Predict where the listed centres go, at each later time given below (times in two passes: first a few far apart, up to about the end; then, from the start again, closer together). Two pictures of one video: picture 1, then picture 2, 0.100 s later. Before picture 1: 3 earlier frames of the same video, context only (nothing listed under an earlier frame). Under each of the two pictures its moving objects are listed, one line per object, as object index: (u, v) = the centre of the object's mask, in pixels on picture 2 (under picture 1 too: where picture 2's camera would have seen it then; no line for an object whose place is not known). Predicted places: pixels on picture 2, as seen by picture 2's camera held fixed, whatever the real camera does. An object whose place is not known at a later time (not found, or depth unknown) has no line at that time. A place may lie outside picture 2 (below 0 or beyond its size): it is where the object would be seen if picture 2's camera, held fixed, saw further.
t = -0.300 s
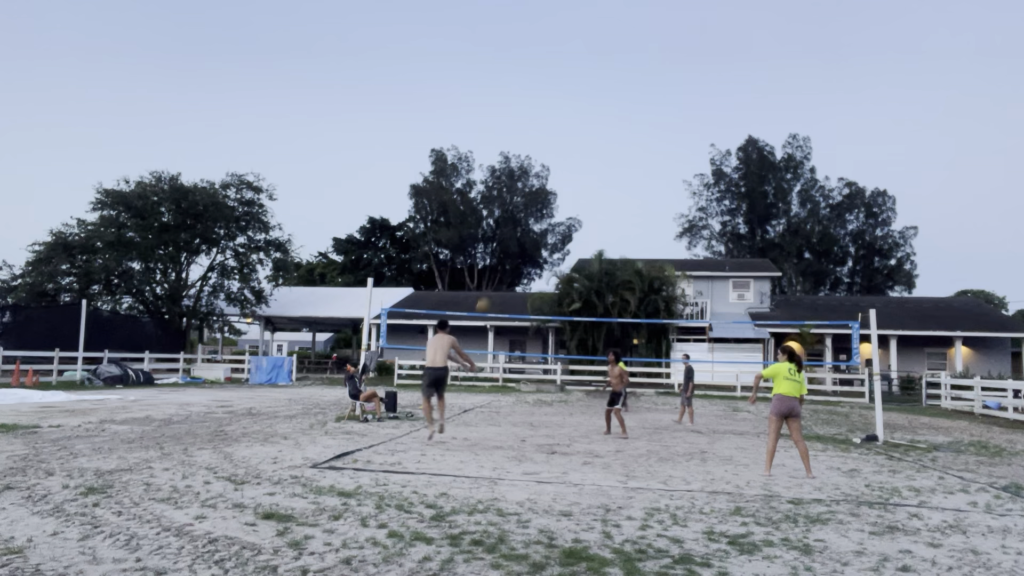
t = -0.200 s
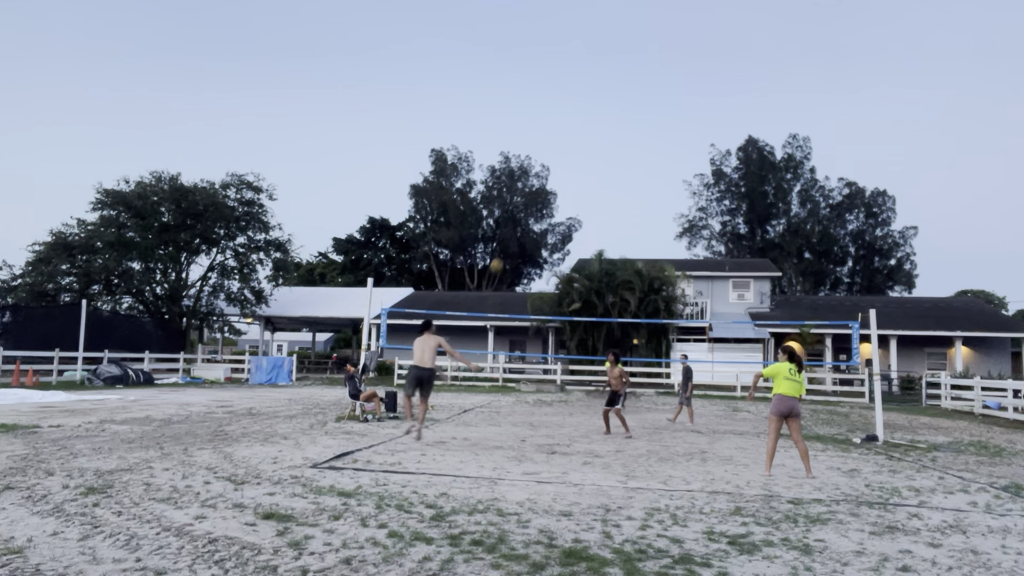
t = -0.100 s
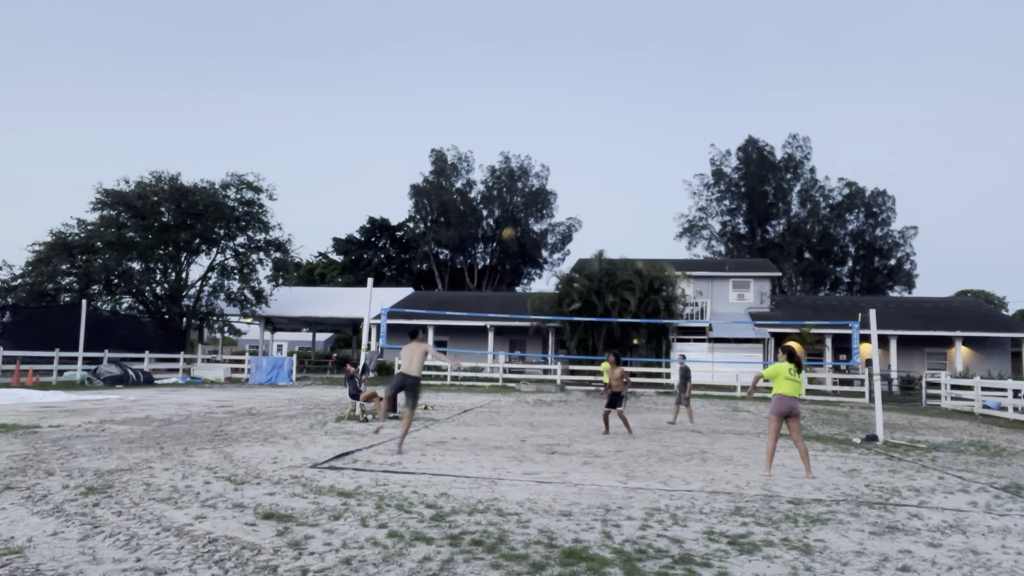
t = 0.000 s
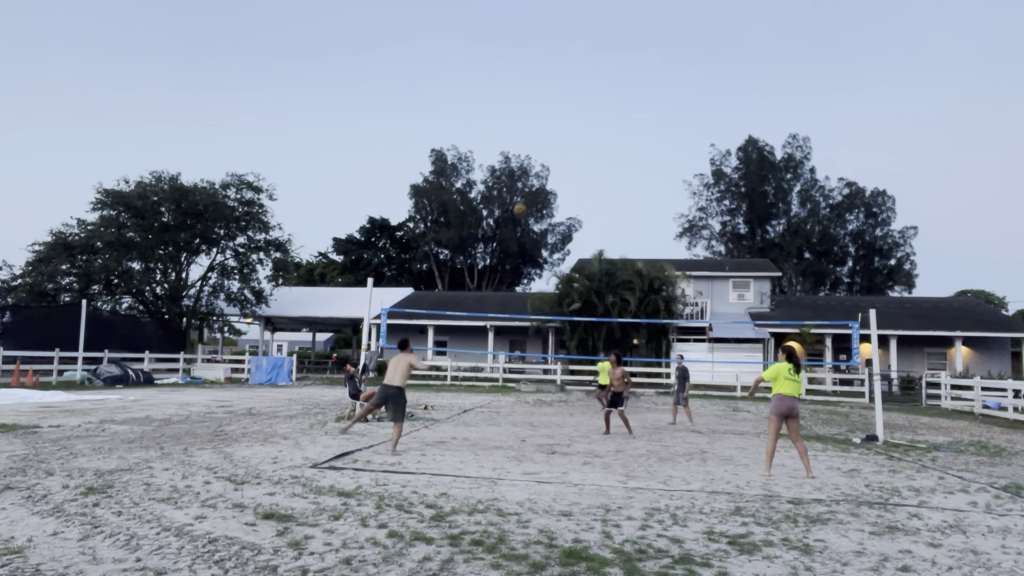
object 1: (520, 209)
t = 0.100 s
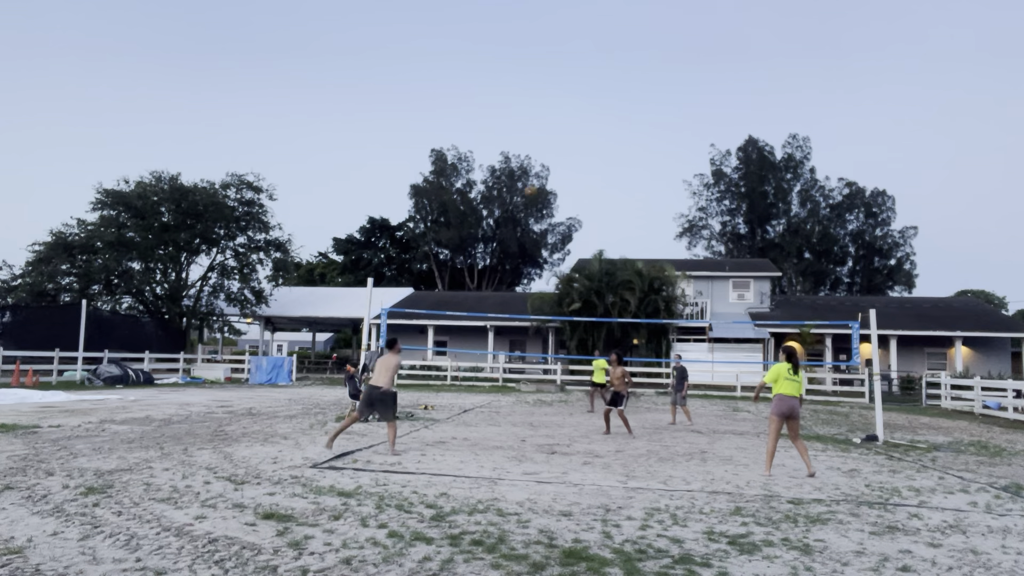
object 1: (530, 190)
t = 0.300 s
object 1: (550, 174)
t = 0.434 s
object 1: (562, 173)
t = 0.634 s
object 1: (578, 190)
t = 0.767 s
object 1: (588, 211)
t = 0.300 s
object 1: (550, 174)
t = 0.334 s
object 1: (553, 173)
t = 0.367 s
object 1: (556, 173)
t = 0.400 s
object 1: (559, 173)
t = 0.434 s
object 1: (562, 173)
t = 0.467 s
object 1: (565, 175)
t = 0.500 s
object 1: (567, 177)
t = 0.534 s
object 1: (570, 179)
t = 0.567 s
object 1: (573, 183)
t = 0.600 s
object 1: (576, 186)
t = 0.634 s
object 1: (578, 190)
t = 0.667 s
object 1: (581, 195)
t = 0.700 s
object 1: (583, 200)
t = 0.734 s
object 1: (586, 205)
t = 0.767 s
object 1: (588, 211)
